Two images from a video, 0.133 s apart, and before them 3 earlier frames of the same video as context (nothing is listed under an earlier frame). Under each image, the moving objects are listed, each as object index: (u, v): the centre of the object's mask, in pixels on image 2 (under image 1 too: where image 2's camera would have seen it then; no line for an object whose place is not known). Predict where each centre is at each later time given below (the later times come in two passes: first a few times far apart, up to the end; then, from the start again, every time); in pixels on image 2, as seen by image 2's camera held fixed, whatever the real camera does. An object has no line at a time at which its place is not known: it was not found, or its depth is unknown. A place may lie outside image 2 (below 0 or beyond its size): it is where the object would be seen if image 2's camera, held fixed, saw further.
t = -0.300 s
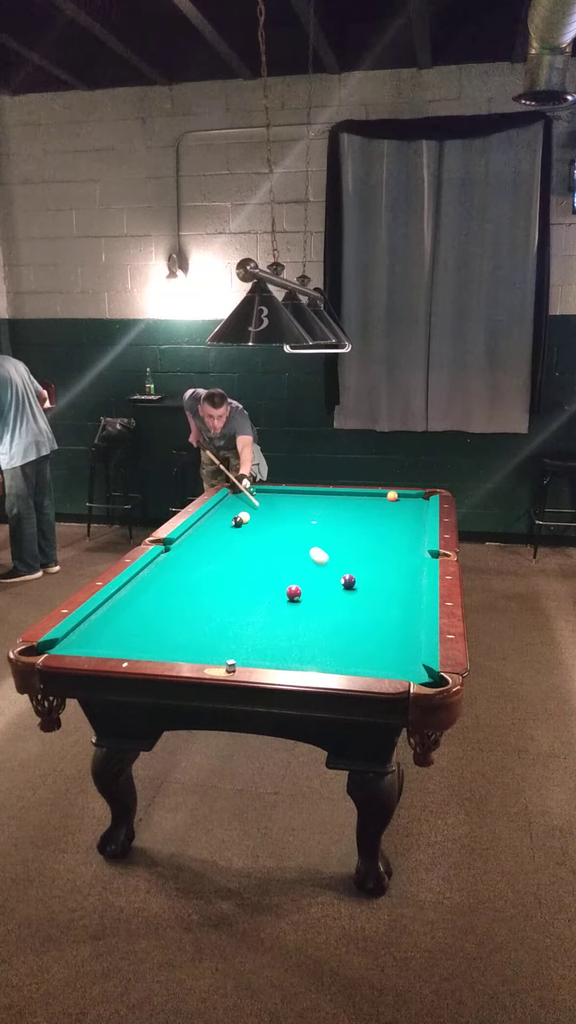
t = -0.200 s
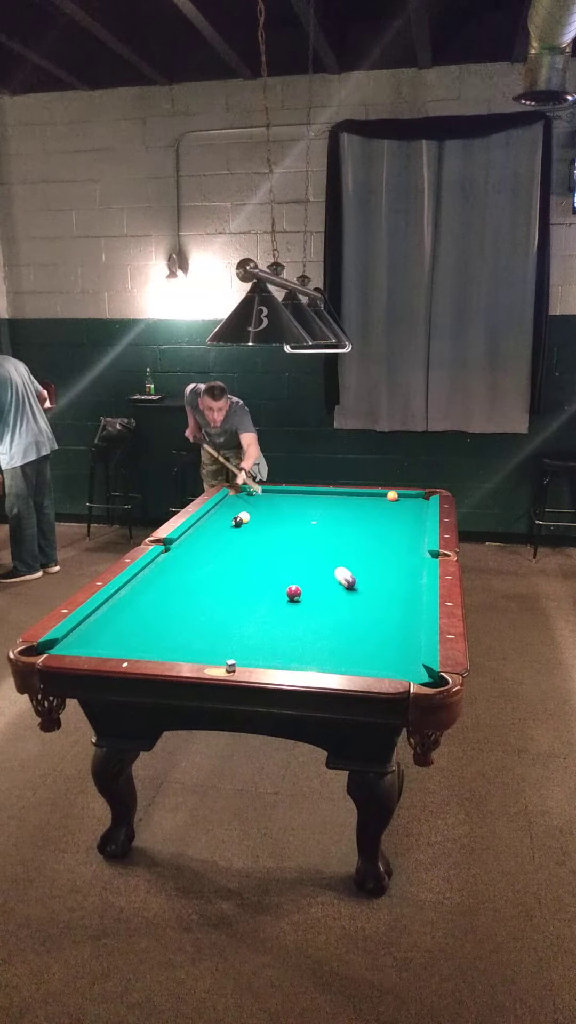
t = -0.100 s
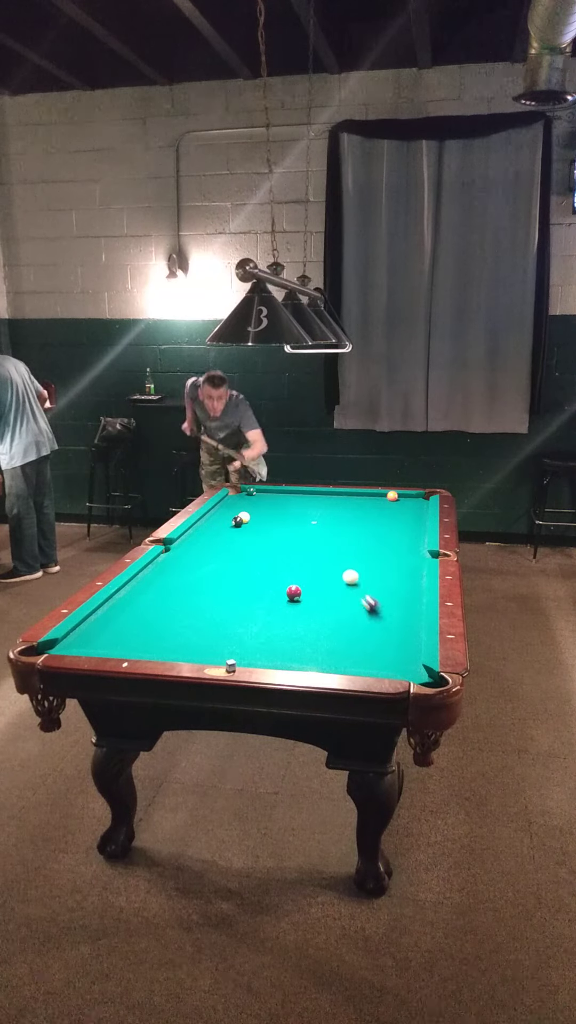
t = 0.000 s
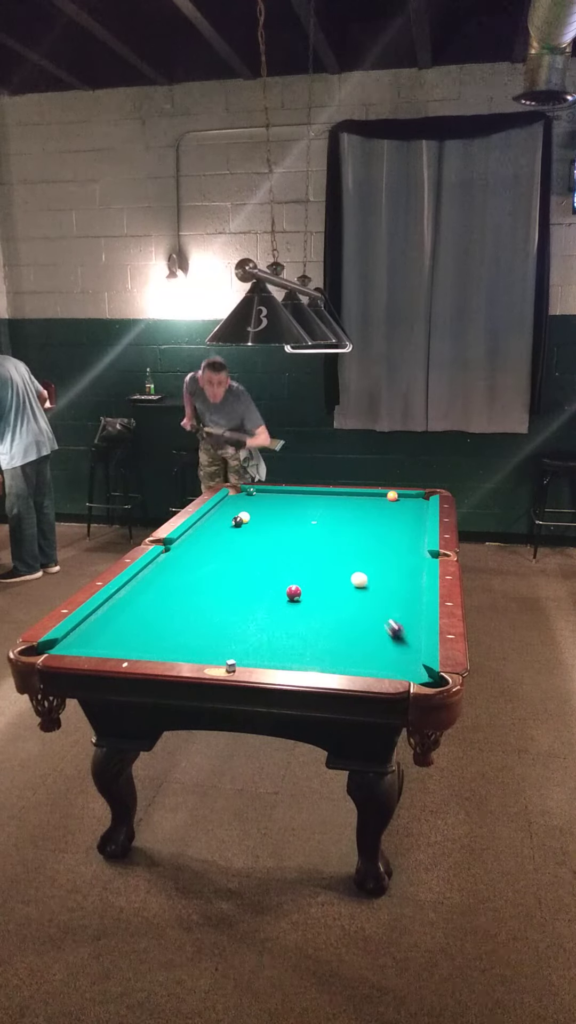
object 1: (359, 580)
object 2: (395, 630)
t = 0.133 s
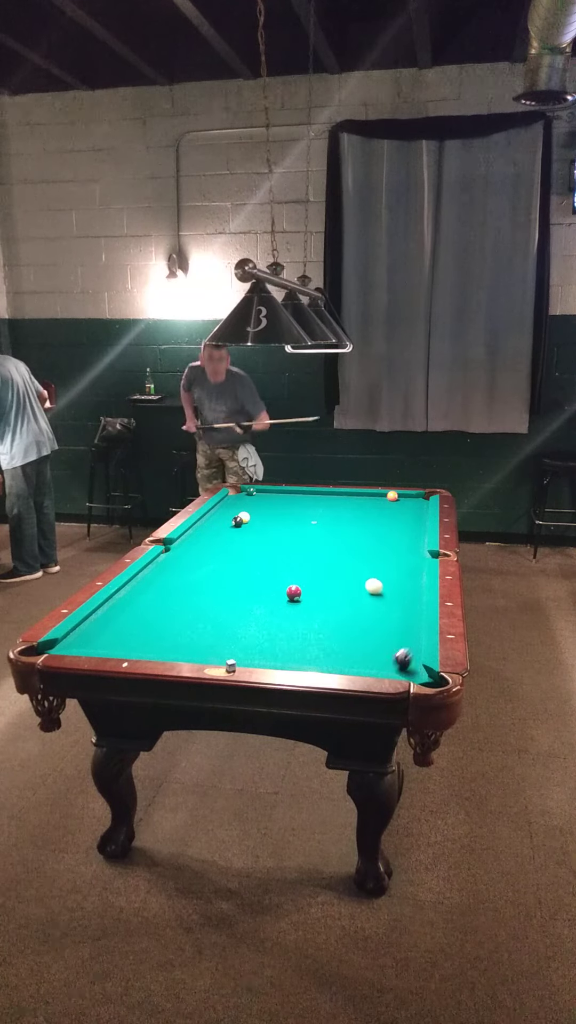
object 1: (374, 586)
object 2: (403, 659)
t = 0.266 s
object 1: (390, 594)
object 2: (384, 662)
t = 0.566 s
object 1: (410, 609)
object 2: (357, 637)
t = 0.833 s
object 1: (393, 618)
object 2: (337, 618)
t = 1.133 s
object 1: (373, 628)
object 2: (317, 600)
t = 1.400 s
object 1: (356, 637)
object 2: (306, 587)
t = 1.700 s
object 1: (338, 647)
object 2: (299, 573)
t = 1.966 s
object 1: (323, 655)
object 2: (293, 563)
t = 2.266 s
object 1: (306, 660)
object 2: (287, 553)
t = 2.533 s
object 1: (301, 658)
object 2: (282, 545)
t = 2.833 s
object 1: (297, 655)
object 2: (278, 537)
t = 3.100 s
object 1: (293, 652)
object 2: (275, 531)
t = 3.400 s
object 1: (291, 650)
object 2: (271, 524)
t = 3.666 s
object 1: (290, 648)
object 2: (268, 520)
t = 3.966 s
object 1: (290, 648)
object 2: (266, 515)
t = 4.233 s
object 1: (290, 648)
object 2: (263, 511)
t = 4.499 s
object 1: (290, 648)
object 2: (262, 507)
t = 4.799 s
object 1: (290, 648)
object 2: (261, 504)
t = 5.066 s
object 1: (290, 648)
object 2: (260, 502)
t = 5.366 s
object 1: (290, 648)
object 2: (259, 499)
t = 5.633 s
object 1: (290, 648)
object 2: (259, 497)
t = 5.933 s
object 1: (290, 648)
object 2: (259, 495)
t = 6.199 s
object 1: (290, 648)
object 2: (259, 493)
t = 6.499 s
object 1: (290, 648)
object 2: (259, 492)
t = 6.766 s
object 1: (290, 648)
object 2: (260, 491)
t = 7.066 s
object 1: (290, 648)
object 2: (261, 491)
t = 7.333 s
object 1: (290, 648)
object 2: (261, 491)
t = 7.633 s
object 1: (290, 648)
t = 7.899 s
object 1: (290, 648)
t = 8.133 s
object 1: (290, 648)
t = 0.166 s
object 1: (378, 588)
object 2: (397, 664)
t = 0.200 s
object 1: (382, 590)
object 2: (392, 667)
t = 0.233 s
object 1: (386, 592)
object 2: (388, 664)
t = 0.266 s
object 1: (390, 594)
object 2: (384, 662)
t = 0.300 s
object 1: (394, 596)
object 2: (381, 660)
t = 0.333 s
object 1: (398, 598)
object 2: (378, 657)
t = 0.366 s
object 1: (402, 600)
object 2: (374, 653)
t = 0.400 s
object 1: (406, 601)
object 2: (371, 650)
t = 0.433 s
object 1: (410, 603)
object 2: (368, 647)
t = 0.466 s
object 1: (414, 605)
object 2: (365, 645)
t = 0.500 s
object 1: (415, 607)
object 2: (362, 642)
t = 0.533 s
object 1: (413, 608)
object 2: (359, 639)
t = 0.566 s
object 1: (410, 609)
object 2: (357, 637)
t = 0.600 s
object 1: (408, 610)
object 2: (354, 634)
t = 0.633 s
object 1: (406, 611)
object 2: (351, 632)
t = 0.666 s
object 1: (404, 613)
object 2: (349, 630)
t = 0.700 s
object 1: (401, 614)
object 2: (346, 627)
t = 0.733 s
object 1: (399, 615)
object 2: (344, 625)
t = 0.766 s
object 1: (397, 616)
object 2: (341, 623)
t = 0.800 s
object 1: (395, 617)
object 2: (339, 620)
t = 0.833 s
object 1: (393, 618)
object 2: (337, 618)
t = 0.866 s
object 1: (390, 619)
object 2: (334, 616)
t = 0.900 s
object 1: (388, 620)
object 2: (332, 614)
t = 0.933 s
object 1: (386, 622)
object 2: (330, 612)
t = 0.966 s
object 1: (384, 623)
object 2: (328, 610)
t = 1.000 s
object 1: (382, 624)
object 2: (326, 608)
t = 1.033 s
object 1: (379, 625)
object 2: (323, 606)
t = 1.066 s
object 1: (377, 626)
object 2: (321, 604)
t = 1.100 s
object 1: (375, 627)
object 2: (320, 603)
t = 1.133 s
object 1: (373, 628)
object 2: (317, 600)
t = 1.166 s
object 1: (371, 629)
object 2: (316, 599)
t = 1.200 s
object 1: (369, 630)
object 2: (314, 597)
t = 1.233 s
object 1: (366, 632)
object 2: (312, 595)
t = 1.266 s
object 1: (364, 633)
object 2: (310, 593)
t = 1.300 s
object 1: (362, 634)
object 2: (309, 592)
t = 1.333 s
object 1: (360, 635)
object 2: (308, 590)
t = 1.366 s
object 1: (358, 636)
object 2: (307, 588)
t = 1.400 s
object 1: (356, 637)
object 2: (306, 587)
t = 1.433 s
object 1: (354, 638)
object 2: (305, 585)
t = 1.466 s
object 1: (352, 639)
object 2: (304, 583)
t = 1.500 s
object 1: (350, 640)
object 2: (303, 582)
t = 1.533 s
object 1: (348, 642)
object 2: (302, 580)
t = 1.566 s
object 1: (346, 643)
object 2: (302, 579)
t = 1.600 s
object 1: (344, 644)
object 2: (301, 578)
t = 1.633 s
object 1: (342, 645)
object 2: (300, 576)
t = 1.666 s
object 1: (340, 646)
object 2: (299, 575)
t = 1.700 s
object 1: (338, 647)
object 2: (299, 573)
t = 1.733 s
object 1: (336, 648)
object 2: (298, 572)
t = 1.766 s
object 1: (334, 649)
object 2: (297, 571)
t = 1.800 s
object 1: (332, 650)
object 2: (296, 569)
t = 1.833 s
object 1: (330, 651)
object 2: (296, 568)
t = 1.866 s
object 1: (328, 652)
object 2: (295, 567)
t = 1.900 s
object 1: (326, 653)
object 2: (294, 565)
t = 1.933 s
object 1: (324, 654)
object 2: (294, 564)
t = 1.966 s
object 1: (323, 655)
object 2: (293, 563)
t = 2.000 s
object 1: (321, 656)
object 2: (292, 562)
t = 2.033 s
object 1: (319, 657)
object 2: (291, 560)
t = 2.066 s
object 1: (317, 657)
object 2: (291, 559)
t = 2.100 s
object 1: (315, 658)
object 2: (290, 558)
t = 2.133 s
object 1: (313, 658)
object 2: (289, 557)
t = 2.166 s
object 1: (312, 659)
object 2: (289, 556)
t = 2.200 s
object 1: (310, 659)
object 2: (288, 555)
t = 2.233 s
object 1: (308, 660)
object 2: (287, 554)
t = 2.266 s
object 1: (306, 660)
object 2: (287, 553)
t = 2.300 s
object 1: (305, 660)
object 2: (286, 552)
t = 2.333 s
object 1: (305, 660)
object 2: (286, 551)
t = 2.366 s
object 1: (304, 659)
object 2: (285, 550)
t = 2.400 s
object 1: (304, 659)
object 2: (285, 549)
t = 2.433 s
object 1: (303, 659)
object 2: (284, 548)
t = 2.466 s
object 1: (302, 658)
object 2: (283, 547)
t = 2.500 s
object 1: (302, 658)
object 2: (283, 546)
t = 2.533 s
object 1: (301, 658)
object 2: (282, 545)
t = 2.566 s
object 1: (301, 657)
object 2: (282, 544)
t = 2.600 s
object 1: (300, 657)
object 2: (281, 543)
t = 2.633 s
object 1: (300, 657)
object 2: (281, 542)
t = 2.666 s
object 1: (299, 656)
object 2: (280, 541)
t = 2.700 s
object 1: (299, 656)
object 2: (280, 540)
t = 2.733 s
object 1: (298, 656)
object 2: (279, 540)
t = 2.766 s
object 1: (298, 655)
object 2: (279, 539)
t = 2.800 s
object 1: (297, 655)
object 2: (278, 538)
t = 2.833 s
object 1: (297, 655)
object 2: (278, 537)
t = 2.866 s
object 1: (296, 655)
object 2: (278, 536)
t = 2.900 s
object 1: (296, 654)
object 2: (277, 535)
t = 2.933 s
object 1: (295, 654)
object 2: (277, 534)
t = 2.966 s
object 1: (295, 654)
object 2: (276, 534)
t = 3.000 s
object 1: (295, 653)
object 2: (276, 533)
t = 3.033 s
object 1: (294, 653)
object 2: (275, 532)
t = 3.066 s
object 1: (294, 653)
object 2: (275, 531)
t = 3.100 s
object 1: (293, 652)
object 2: (275, 531)
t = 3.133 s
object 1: (293, 652)
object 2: (274, 530)
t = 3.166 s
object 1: (293, 652)
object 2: (274, 529)
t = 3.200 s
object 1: (293, 651)
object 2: (274, 529)
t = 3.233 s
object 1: (292, 651)
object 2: (273, 528)
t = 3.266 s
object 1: (292, 651)
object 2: (273, 527)
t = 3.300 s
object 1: (292, 651)
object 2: (272, 527)
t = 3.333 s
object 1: (291, 650)
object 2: (272, 526)
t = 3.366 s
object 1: (291, 650)
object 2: (271, 525)
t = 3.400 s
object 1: (291, 650)
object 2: (271, 524)
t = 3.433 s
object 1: (291, 650)
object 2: (271, 524)
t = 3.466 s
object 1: (291, 649)
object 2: (270, 523)
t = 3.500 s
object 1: (290, 649)
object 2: (270, 523)
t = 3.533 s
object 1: (290, 649)
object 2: (270, 522)
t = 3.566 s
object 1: (290, 649)
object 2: (269, 521)
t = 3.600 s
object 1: (290, 649)
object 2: (269, 521)
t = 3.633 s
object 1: (290, 649)
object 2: (269, 520)
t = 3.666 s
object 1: (290, 648)
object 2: (268, 520)
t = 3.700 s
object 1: (290, 648)
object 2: (268, 519)
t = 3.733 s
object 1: (290, 648)
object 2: (268, 519)
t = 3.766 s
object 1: (290, 648)
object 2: (267, 518)
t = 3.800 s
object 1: (290, 648)
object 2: (267, 518)
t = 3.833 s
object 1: (290, 648)
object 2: (267, 517)
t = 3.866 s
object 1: (290, 648)
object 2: (266, 516)
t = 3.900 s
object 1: (290, 648)
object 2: (266, 516)
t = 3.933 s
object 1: (290, 648)
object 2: (266, 515)
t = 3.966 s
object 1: (290, 648)
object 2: (266, 515)
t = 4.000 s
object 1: (290, 648)
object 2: (265, 514)
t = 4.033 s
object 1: (290, 648)
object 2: (265, 514)
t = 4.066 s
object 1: (290, 648)
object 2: (265, 514)
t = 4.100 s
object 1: (290, 648)
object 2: (264, 513)
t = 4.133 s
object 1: (290, 648)
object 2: (264, 512)
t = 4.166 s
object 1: (290, 648)
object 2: (264, 512)
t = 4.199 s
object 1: (290, 648)
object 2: (264, 511)
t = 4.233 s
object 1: (290, 648)
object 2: (263, 511)
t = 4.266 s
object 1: (290, 648)
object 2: (263, 511)
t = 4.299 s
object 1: (290, 648)
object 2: (263, 510)
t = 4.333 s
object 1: (290, 648)
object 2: (263, 510)
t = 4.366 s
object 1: (290, 648)
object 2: (263, 509)
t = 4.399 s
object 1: (290, 648)
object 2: (262, 509)
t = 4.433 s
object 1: (290, 648)
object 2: (262, 509)
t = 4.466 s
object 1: (290, 648)
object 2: (262, 508)
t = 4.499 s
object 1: (290, 648)
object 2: (262, 507)
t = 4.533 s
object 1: (290, 648)
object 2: (262, 507)
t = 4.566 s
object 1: (290, 648)
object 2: (261, 507)
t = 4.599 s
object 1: (290, 648)
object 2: (261, 507)
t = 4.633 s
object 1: (290, 648)
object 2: (261, 506)
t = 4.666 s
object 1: (290, 648)
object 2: (261, 506)
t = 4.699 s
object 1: (290, 648)
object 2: (261, 505)
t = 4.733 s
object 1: (290, 648)
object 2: (261, 505)
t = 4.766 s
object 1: (290, 648)
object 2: (261, 505)
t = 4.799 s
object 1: (290, 648)
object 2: (261, 504)
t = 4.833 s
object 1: (290, 648)
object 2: (261, 504)
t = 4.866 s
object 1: (290, 648)
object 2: (261, 503)
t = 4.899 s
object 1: (290, 648)
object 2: (260, 503)
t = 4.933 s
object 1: (290, 648)
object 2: (260, 503)
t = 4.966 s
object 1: (290, 648)
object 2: (260, 503)
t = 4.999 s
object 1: (290, 648)
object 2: (260, 502)
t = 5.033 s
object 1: (290, 648)
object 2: (260, 502)
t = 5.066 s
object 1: (290, 648)
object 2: (260, 502)
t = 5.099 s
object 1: (290, 648)
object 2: (260, 501)
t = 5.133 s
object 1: (290, 648)
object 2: (260, 501)
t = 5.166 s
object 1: (290, 648)
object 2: (259, 501)
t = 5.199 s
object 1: (290, 648)
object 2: (259, 500)
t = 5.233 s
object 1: (290, 648)
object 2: (259, 500)
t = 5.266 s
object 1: (290, 648)
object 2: (259, 500)
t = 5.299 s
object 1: (290, 648)
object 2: (259, 499)
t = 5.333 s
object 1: (290, 648)
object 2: (259, 499)
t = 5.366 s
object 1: (290, 648)
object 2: (259, 499)
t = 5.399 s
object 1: (290, 648)
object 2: (259, 498)
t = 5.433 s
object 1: (290, 648)
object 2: (259, 498)
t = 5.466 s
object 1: (290, 648)
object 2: (259, 498)
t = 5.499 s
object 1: (290, 648)
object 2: (259, 498)
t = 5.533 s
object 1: (290, 648)
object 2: (259, 498)
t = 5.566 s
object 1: (290, 648)
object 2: (259, 497)
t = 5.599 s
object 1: (290, 648)
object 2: (259, 497)
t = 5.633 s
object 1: (290, 648)
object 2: (259, 497)
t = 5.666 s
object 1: (290, 648)
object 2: (259, 497)
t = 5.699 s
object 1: (290, 648)
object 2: (259, 496)
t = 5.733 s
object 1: (290, 648)
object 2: (258, 496)
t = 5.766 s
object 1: (290, 648)
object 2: (258, 496)
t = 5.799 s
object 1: (290, 648)
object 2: (258, 496)
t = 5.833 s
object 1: (290, 648)
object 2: (259, 495)
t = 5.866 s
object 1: (290, 648)
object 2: (259, 495)
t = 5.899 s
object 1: (290, 648)
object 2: (259, 495)
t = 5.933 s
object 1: (290, 648)
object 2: (259, 495)
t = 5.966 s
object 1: (290, 648)
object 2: (259, 495)
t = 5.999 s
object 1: (290, 648)
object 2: (259, 495)
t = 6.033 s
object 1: (290, 648)
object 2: (259, 494)
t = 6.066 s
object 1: (290, 648)
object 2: (259, 494)
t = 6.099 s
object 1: (290, 648)
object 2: (259, 494)
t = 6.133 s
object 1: (290, 648)
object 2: (259, 494)
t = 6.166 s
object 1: (290, 648)
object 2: (259, 494)
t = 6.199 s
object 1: (290, 648)
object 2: (259, 493)
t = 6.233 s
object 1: (290, 648)
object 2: (259, 493)
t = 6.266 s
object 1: (290, 648)
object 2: (259, 493)
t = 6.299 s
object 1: (290, 648)
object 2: (259, 493)
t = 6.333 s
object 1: (290, 648)
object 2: (259, 493)
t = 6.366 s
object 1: (290, 648)
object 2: (259, 493)
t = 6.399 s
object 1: (290, 648)
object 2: (259, 492)
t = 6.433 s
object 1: (290, 648)
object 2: (259, 492)
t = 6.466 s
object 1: (290, 648)
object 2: (259, 492)
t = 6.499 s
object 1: (290, 648)
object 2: (259, 492)
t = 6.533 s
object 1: (290, 648)
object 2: (259, 492)
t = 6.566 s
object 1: (290, 648)
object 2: (259, 492)
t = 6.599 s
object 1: (290, 648)
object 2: (259, 492)
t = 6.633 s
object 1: (290, 648)
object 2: (259, 492)
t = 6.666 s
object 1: (290, 648)
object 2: (259, 492)
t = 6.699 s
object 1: (290, 648)
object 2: (260, 492)
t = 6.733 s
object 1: (290, 648)
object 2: (260, 491)
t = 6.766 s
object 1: (290, 648)
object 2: (260, 491)
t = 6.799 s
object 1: (290, 648)
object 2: (260, 491)
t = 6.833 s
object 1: (290, 648)
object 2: (260, 491)
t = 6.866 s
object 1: (290, 648)
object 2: (260, 491)
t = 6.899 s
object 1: (290, 648)
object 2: (260, 491)
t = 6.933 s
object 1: (290, 648)
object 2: (260, 491)
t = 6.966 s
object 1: (290, 648)
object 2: (261, 491)
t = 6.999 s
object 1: (290, 648)
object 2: (261, 491)
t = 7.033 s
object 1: (290, 648)
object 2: (261, 491)
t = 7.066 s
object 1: (290, 648)
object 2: (261, 491)
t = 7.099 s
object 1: (290, 648)
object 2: (261, 491)
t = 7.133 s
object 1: (290, 648)
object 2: (261, 491)
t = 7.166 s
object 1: (290, 648)
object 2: (261, 491)
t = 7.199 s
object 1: (290, 648)
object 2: (261, 490)
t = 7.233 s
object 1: (290, 648)
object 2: (261, 491)
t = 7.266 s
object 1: (290, 648)
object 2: (261, 491)
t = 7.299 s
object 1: (290, 648)
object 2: (261, 491)
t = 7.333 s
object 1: (290, 648)
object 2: (261, 491)
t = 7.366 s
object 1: (290, 648)
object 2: (261, 491)
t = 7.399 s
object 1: (290, 648)
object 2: (261, 491)
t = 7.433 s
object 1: (290, 648)
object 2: (261, 491)
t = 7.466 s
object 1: (290, 648)
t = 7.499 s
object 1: (290, 648)
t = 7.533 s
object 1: (290, 648)
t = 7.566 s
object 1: (290, 648)
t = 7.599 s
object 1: (290, 648)
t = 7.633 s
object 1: (290, 648)
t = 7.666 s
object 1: (290, 648)
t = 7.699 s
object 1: (290, 648)
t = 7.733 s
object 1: (290, 648)
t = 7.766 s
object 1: (290, 648)
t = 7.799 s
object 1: (290, 648)
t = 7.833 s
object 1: (290, 648)
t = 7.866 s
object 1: (290, 648)
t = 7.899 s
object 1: (290, 648)
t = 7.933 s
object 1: (290, 648)
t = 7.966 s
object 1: (290, 648)
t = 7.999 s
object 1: (290, 648)
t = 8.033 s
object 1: (290, 648)
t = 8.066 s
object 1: (290, 648)
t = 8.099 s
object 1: (290, 648)
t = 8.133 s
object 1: (290, 648)
